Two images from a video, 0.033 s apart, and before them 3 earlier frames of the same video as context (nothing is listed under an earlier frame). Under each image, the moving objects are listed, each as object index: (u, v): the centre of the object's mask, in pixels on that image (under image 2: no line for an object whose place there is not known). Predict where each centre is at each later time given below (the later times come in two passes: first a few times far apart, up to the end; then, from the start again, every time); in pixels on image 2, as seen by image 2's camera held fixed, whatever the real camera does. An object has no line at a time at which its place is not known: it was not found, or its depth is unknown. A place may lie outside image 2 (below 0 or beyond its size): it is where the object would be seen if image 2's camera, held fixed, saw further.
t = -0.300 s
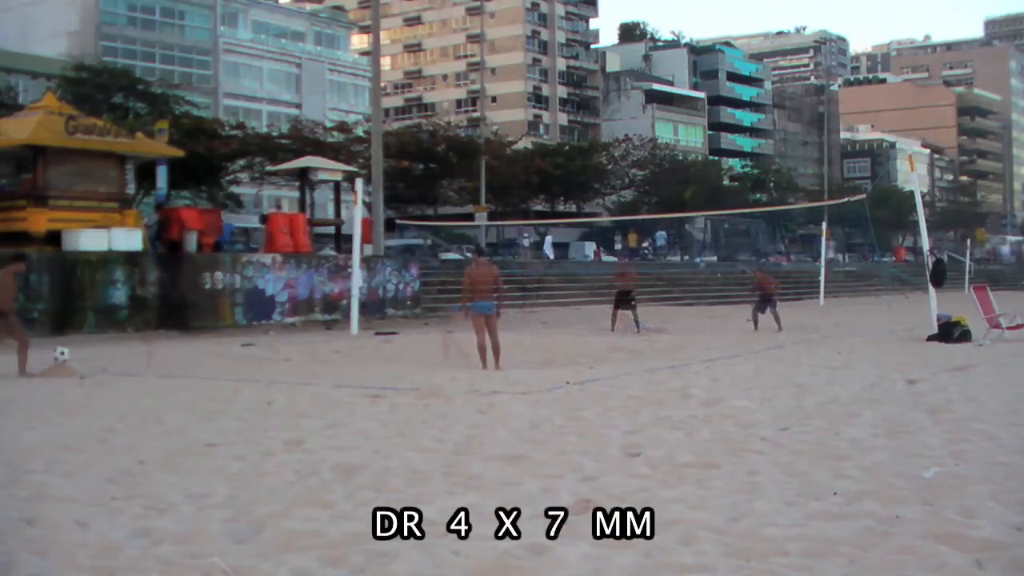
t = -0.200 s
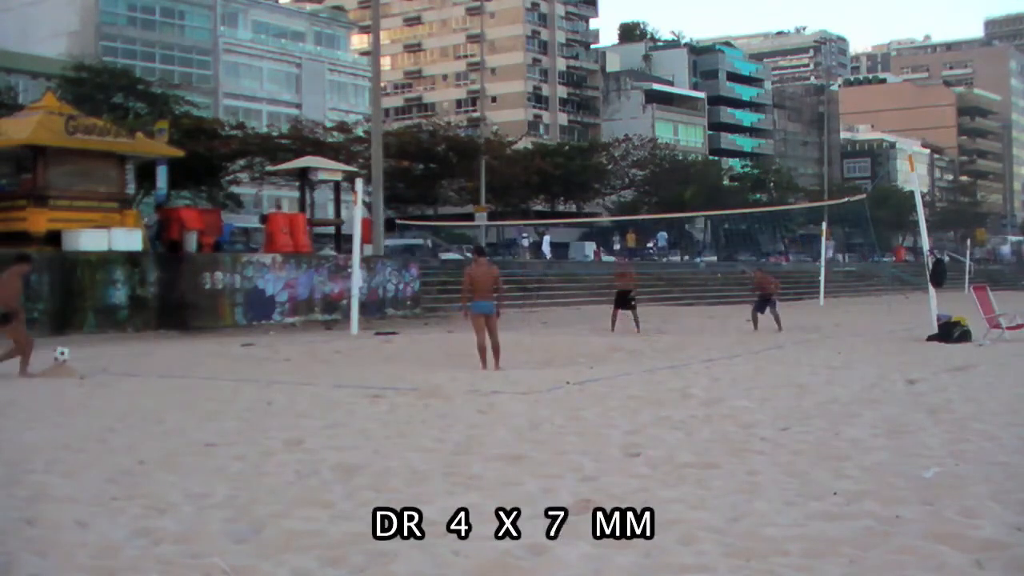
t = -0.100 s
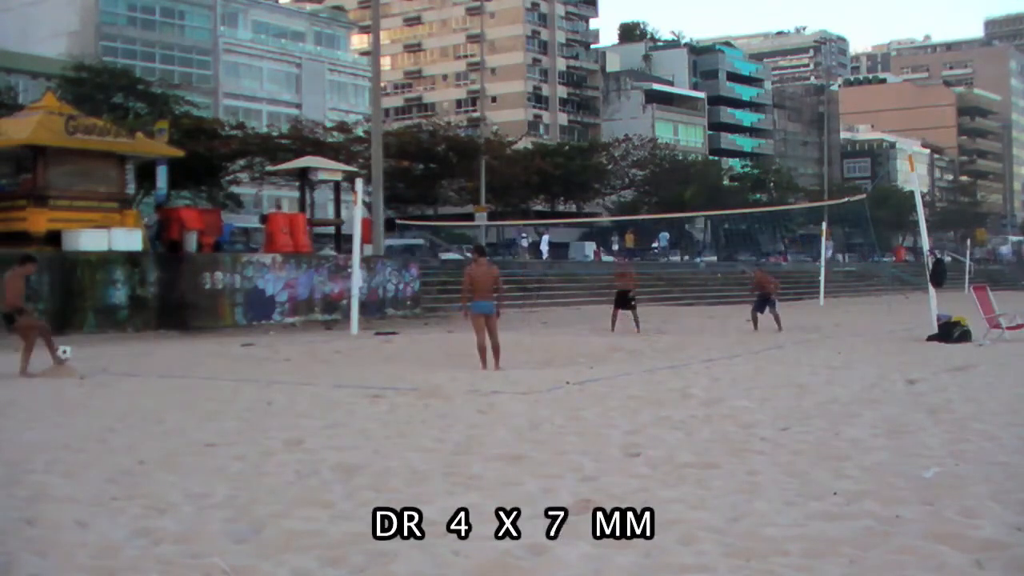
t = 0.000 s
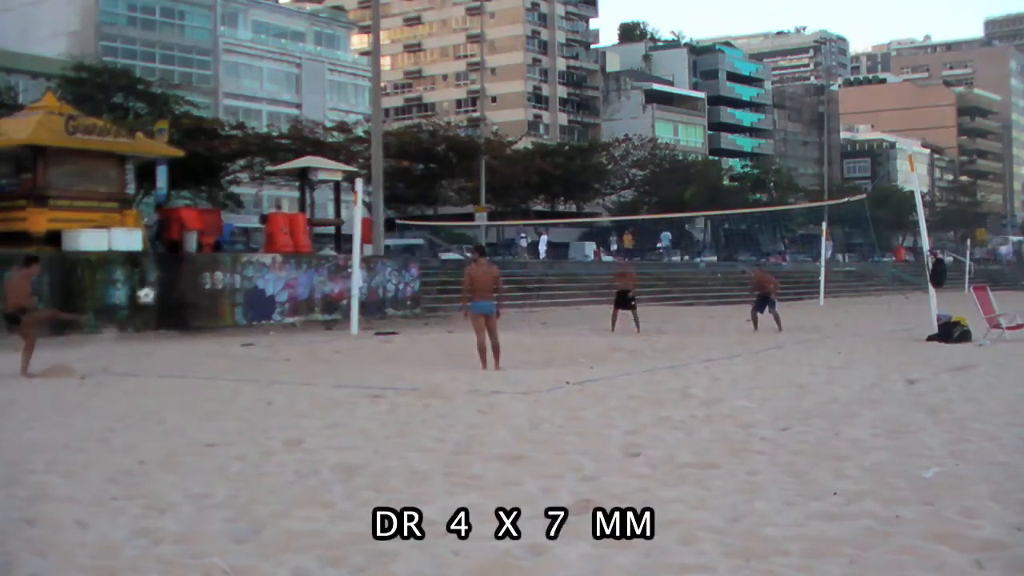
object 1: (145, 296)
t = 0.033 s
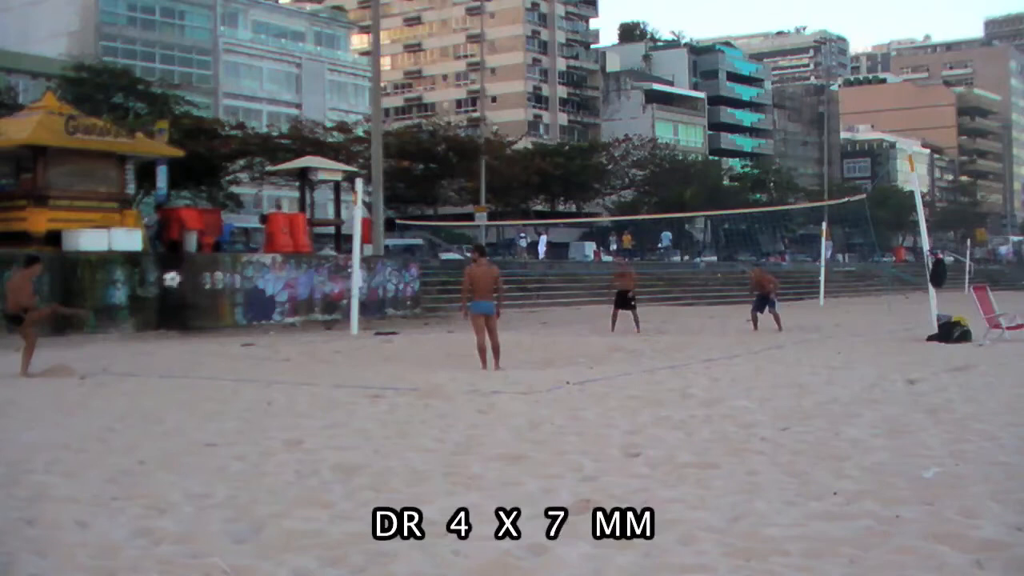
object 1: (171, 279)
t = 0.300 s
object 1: (351, 193)
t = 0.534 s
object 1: (481, 171)
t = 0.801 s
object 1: (597, 184)
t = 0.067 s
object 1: (196, 264)
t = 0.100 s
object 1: (221, 250)
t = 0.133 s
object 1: (244, 238)
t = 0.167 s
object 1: (268, 227)
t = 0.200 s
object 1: (289, 217)
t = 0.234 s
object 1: (311, 209)
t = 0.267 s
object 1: (333, 200)
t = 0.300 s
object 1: (351, 193)
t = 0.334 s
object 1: (373, 188)
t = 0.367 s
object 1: (393, 183)
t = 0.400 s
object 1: (411, 179)
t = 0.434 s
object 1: (430, 176)
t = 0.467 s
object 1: (448, 173)
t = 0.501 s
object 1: (465, 172)
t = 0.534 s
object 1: (481, 171)
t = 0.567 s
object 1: (497, 170)
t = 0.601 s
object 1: (513, 170)
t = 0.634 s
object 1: (528, 172)
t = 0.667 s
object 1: (542, 173)
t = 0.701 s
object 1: (557, 175)
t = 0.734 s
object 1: (571, 177)
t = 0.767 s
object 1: (584, 180)
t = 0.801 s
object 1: (597, 184)
